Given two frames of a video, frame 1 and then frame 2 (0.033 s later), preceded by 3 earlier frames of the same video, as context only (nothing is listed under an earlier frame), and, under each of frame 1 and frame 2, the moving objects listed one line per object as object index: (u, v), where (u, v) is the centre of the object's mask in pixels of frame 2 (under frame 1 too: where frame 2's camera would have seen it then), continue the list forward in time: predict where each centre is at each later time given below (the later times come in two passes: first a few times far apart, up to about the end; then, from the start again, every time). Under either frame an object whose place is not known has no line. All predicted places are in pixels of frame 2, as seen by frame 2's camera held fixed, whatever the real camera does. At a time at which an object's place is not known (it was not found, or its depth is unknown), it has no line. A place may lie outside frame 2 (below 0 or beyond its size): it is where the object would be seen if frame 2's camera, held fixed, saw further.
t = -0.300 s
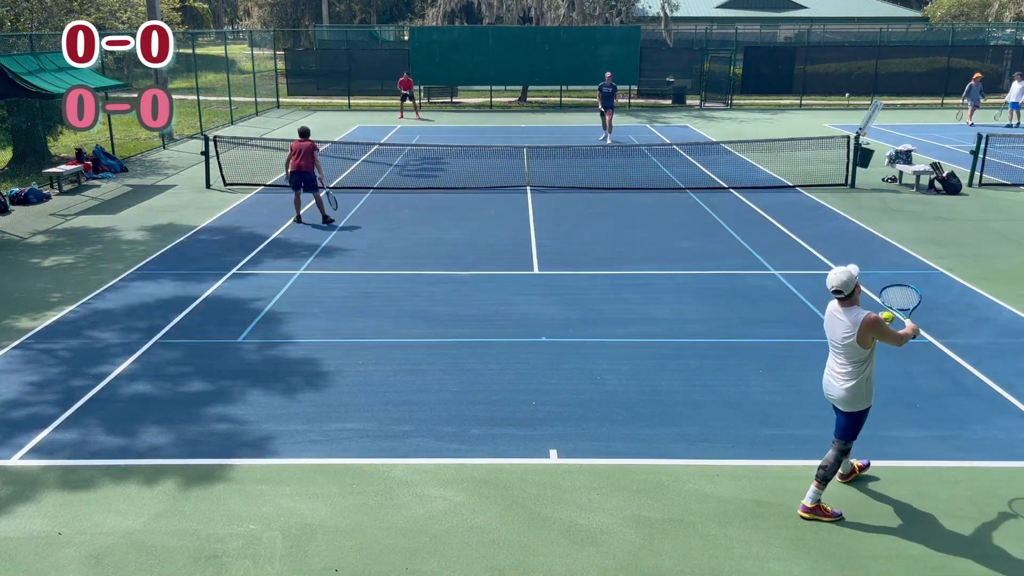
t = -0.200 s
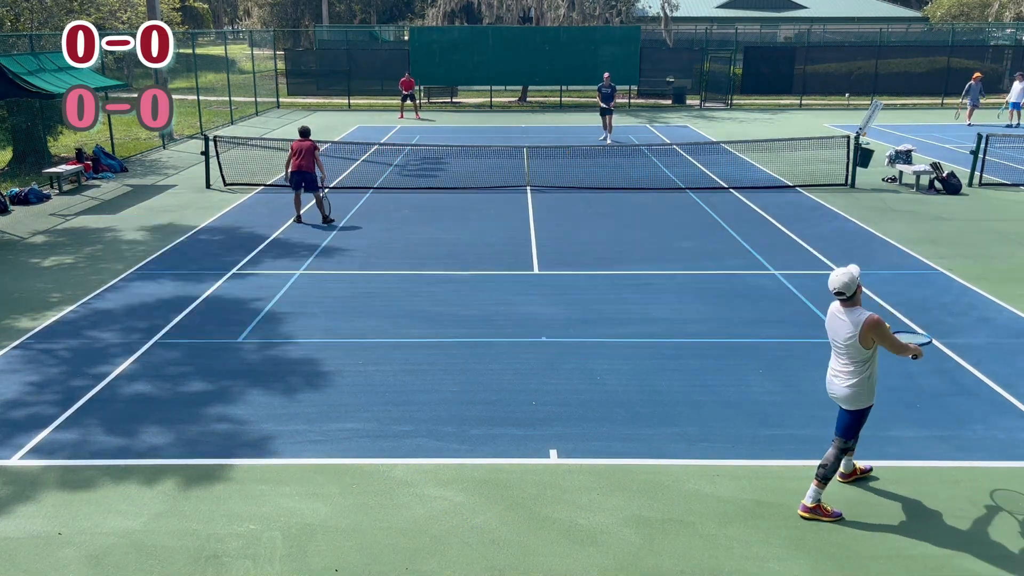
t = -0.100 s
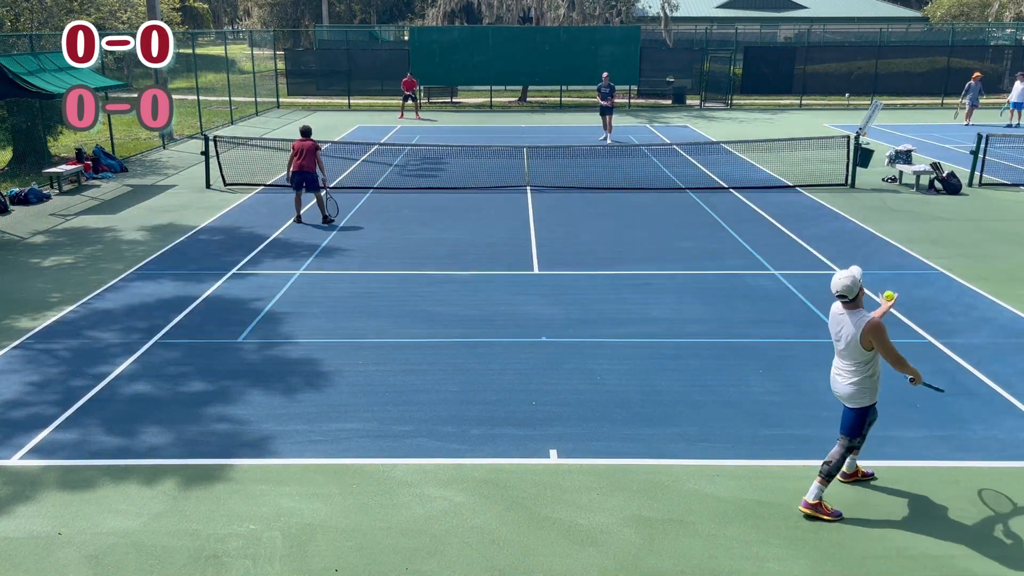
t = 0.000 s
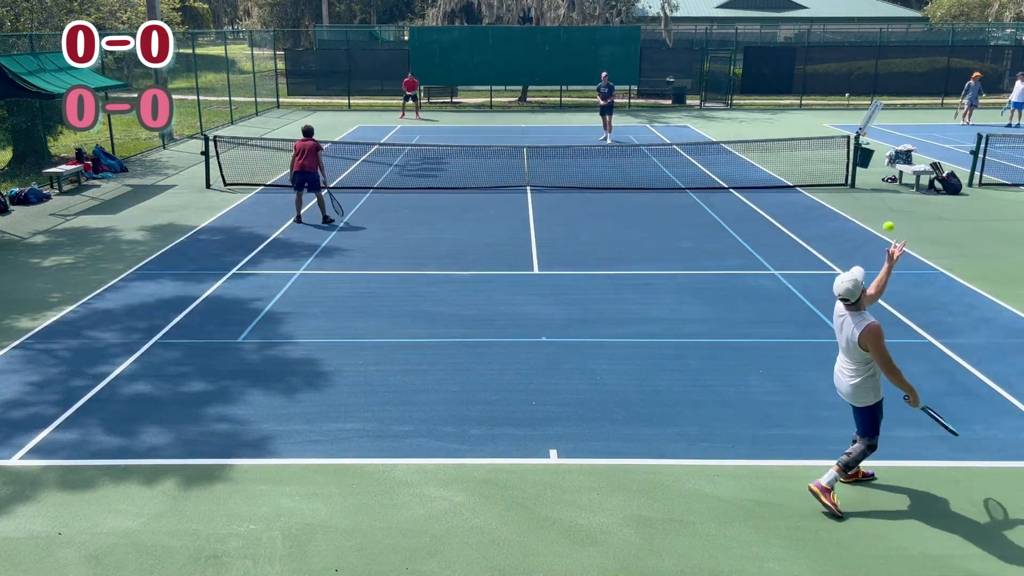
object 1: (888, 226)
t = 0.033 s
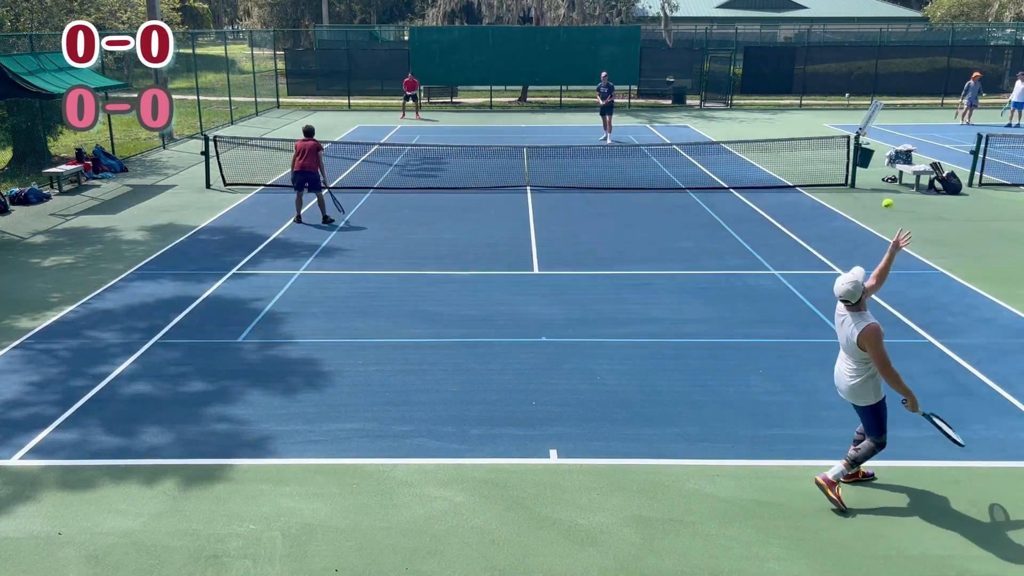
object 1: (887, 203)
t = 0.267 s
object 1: (877, 85)
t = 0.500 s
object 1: (856, 46)
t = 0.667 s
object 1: (836, 67)
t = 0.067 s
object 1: (886, 182)
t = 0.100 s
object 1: (886, 162)
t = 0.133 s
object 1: (884, 144)
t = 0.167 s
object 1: (883, 127)
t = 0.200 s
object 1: (881, 112)
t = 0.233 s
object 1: (879, 97)
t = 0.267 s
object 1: (877, 85)
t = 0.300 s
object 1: (874, 75)
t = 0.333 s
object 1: (872, 66)
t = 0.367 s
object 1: (869, 58)
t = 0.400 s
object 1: (866, 53)
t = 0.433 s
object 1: (863, 49)
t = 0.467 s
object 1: (860, 47)
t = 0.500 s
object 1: (856, 46)
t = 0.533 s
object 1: (852, 47)
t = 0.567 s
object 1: (849, 49)
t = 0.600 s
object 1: (845, 54)
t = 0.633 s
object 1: (840, 59)
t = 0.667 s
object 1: (836, 67)
